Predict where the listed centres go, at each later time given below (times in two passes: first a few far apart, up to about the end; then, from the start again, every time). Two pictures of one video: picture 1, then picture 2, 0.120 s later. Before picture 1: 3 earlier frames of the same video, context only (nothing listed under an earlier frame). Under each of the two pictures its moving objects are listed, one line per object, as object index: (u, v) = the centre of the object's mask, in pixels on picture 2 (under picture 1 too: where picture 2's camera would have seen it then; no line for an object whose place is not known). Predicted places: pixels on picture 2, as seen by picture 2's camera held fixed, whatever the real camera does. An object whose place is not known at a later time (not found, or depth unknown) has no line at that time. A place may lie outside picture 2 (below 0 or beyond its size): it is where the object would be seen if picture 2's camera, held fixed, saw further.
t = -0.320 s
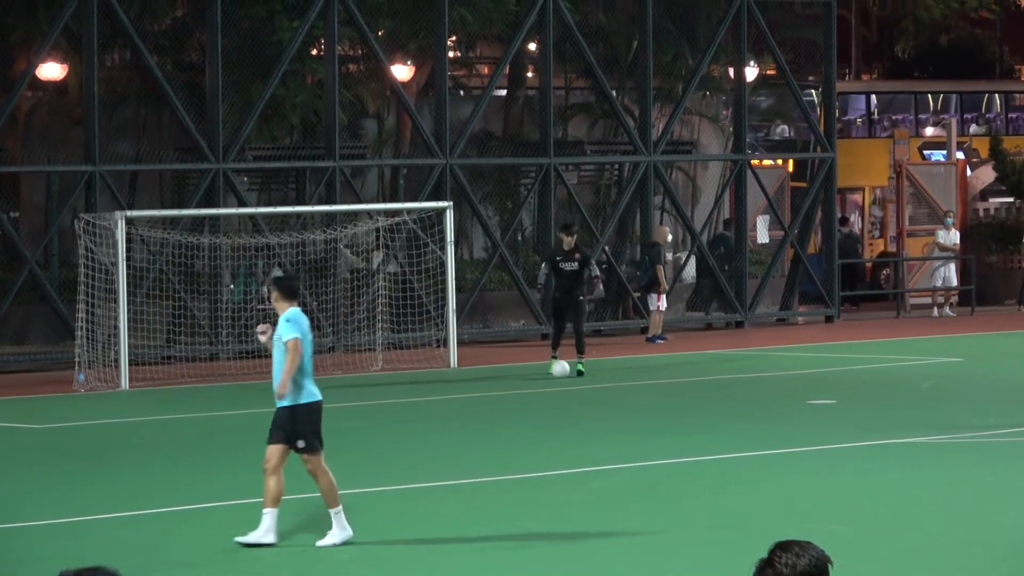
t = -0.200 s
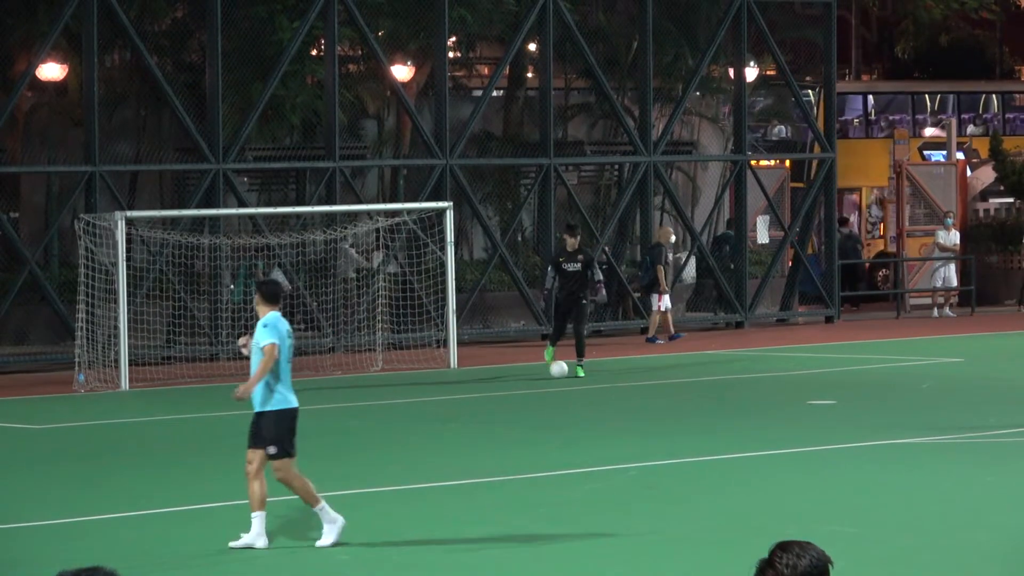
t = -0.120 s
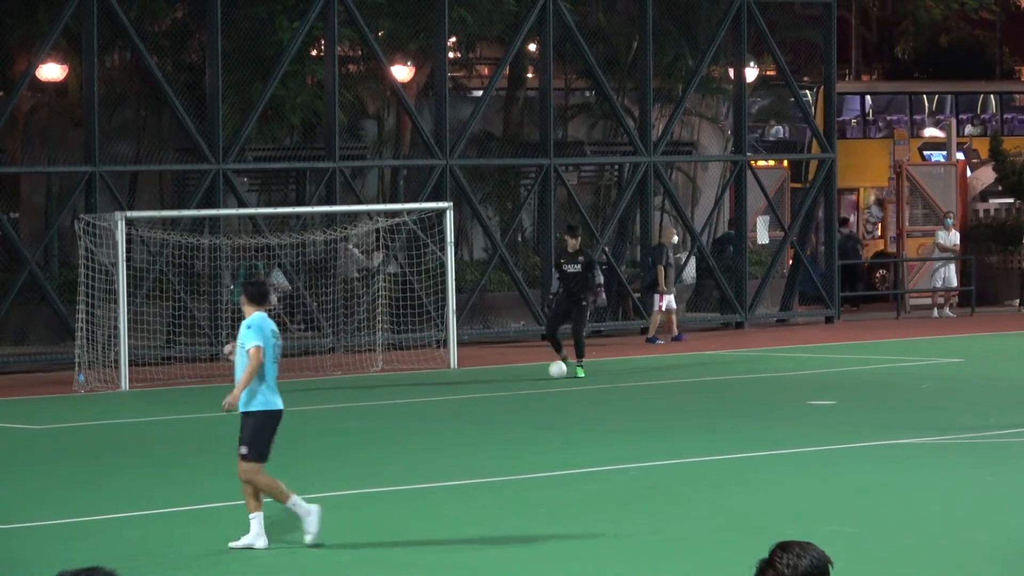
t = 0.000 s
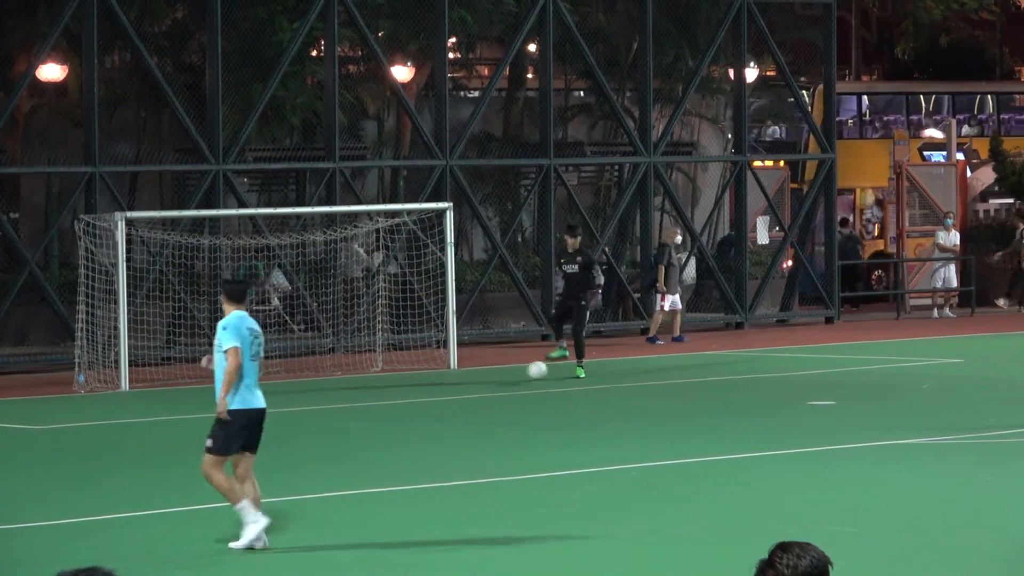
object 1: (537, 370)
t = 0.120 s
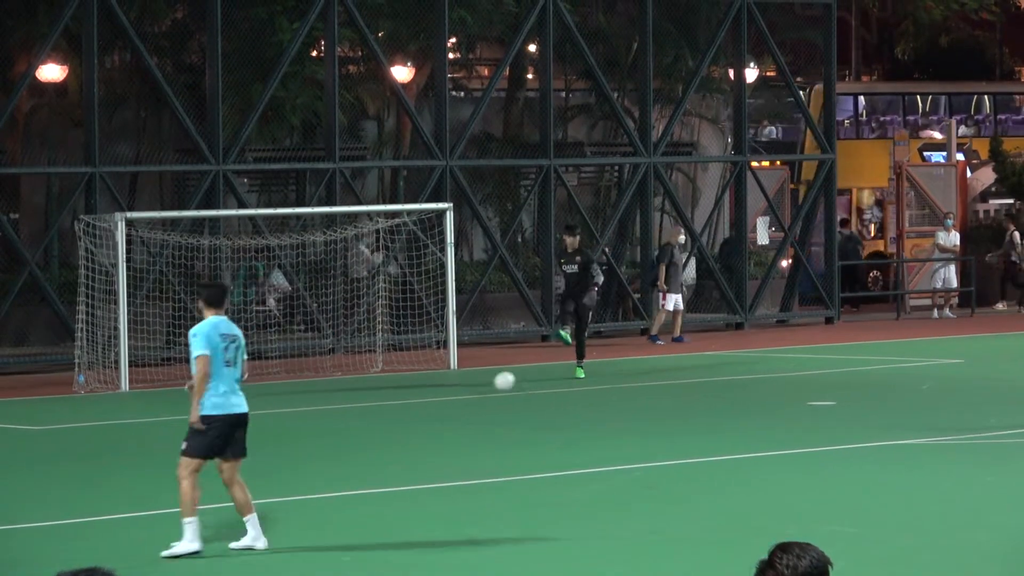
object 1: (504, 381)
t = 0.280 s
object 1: (458, 389)
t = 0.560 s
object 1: (383, 409)
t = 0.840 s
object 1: (320, 423)
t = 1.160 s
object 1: (241, 446)
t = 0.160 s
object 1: (490, 385)
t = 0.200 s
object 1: (481, 385)
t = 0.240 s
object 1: (467, 386)
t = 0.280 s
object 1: (458, 389)
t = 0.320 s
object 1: (448, 392)
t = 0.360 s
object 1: (434, 399)
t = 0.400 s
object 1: (426, 398)
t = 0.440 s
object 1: (413, 398)
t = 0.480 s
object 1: (404, 400)
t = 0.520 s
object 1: (396, 403)
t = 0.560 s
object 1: (383, 409)
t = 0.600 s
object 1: (374, 413)
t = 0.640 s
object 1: (364, 409)
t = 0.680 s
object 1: (357, 409)
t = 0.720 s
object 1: (349, 409)
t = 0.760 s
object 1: (338, 412)
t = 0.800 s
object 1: (331, 416)
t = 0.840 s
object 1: (320, 423)
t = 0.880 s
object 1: (312, 429)
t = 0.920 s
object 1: (304, 427)
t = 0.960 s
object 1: (292, 425)
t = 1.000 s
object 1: (283, 425)
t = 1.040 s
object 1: (270, 428)
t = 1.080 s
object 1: (262, 431)
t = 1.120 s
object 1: (252, 436)
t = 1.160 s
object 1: (241, 446)
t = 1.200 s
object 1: (232, 447)
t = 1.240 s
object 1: (217, 446)
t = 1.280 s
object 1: (206, 446)
